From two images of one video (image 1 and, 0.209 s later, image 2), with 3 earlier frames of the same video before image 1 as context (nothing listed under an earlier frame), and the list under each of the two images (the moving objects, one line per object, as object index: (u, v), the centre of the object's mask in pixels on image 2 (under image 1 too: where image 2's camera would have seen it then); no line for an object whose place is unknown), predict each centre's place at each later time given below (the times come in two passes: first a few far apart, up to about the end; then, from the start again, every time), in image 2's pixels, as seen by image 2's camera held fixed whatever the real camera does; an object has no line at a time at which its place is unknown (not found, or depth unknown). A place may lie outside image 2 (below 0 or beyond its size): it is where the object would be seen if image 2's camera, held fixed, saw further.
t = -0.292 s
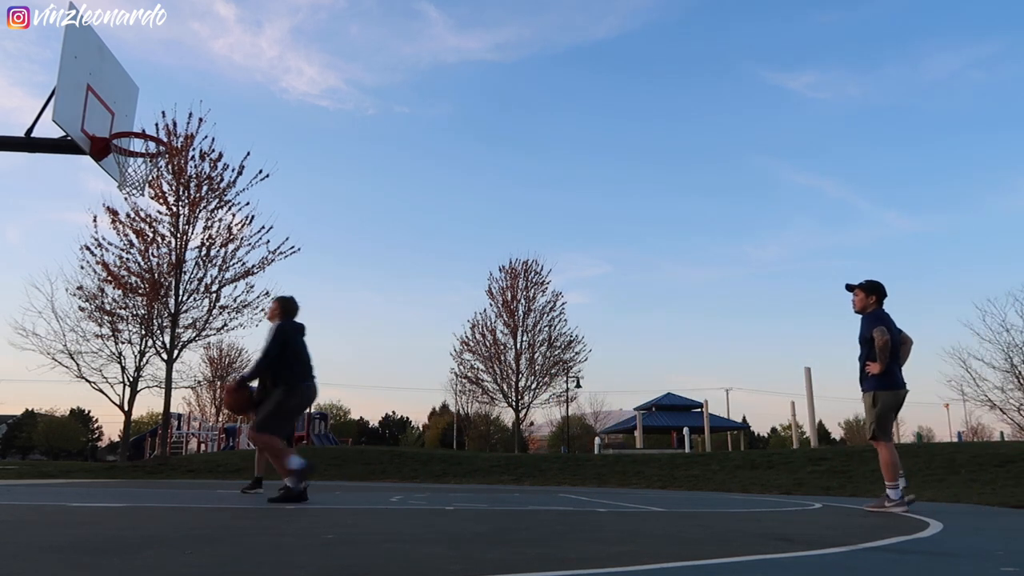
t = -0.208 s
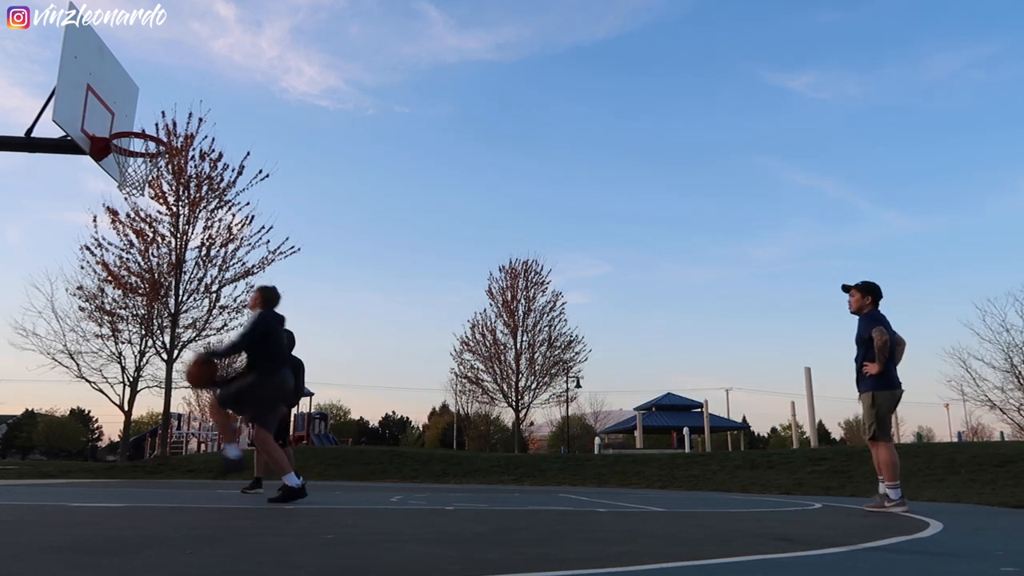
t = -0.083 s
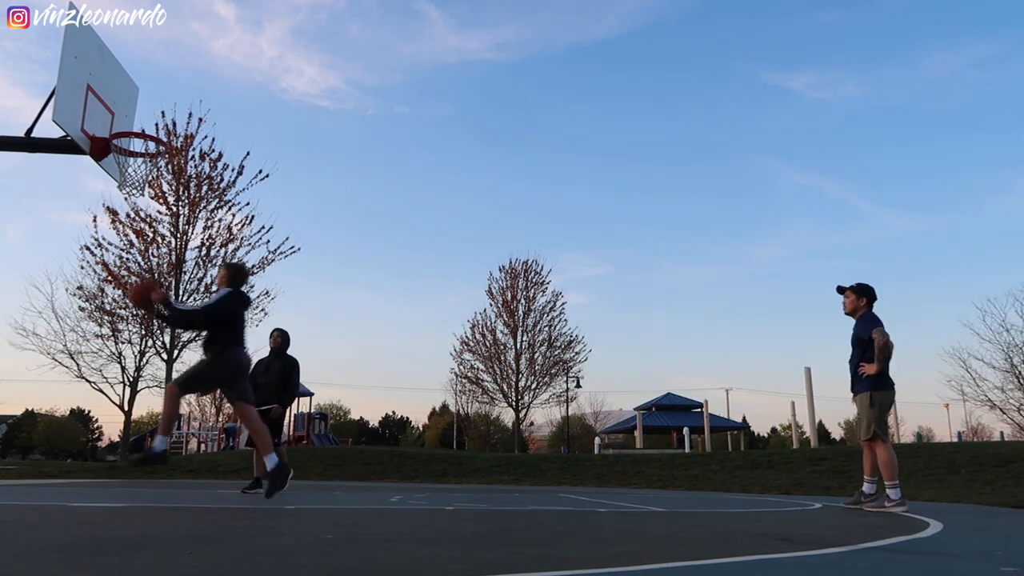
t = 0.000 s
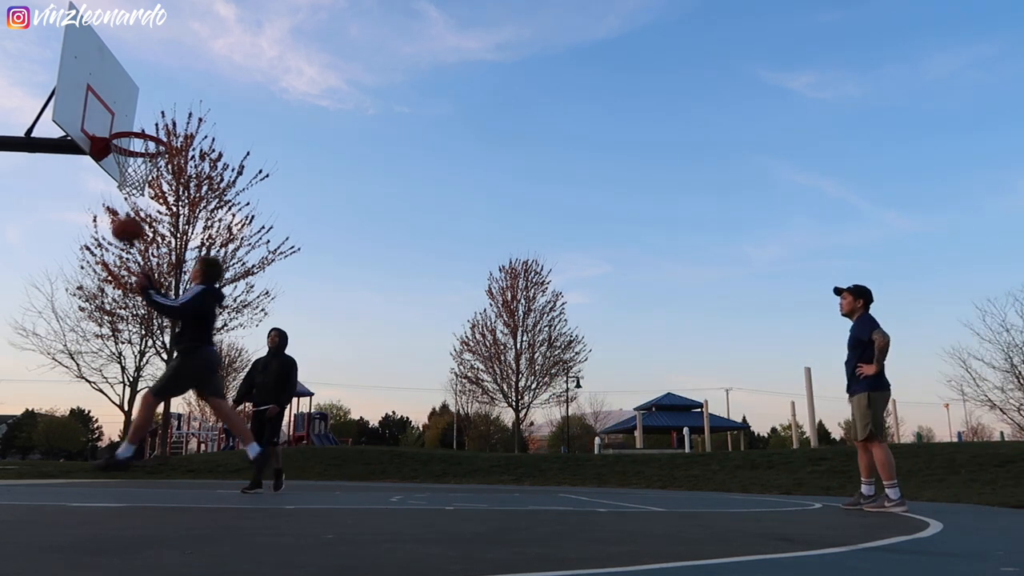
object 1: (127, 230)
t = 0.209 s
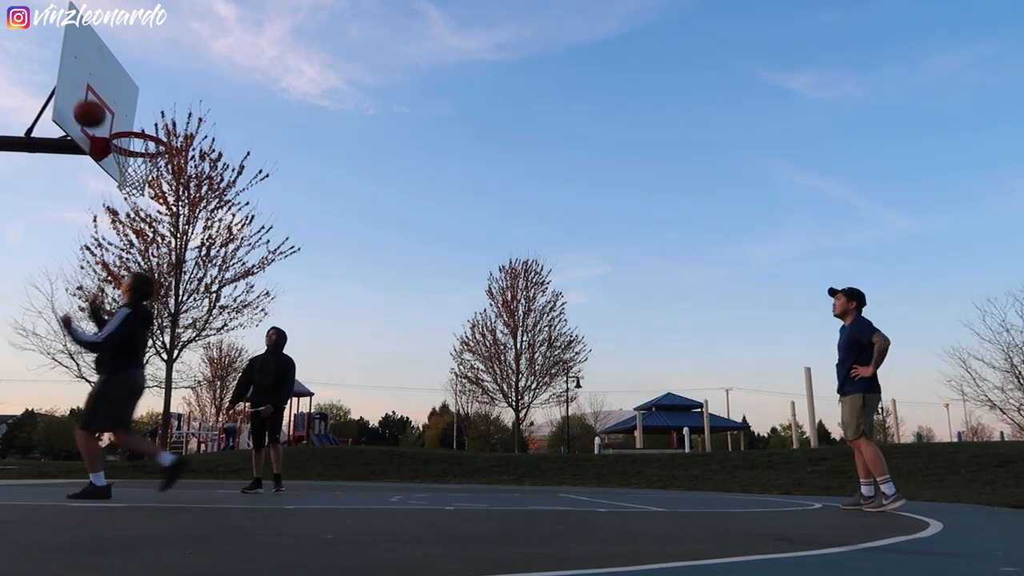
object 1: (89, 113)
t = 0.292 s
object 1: (82, 85)
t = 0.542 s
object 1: (136, 60)
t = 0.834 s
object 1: (188, 113)
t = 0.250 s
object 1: (81, 97)
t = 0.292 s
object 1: (82, 85)
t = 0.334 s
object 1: (92, 76)
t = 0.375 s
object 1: (101, 69)
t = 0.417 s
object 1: (111, 64)
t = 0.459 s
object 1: (119, 61)
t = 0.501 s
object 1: (128, 59)
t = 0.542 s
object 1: (136, 60)
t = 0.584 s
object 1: (145, 62)
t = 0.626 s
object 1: (152, 66)
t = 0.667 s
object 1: (160, 71)
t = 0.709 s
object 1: (167, 79)
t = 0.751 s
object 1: (174, 89)
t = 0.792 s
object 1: (181, 100)
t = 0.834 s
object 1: (188, 113)
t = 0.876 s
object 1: (195, 128)
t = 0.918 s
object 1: (201, 146)
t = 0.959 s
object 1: (207, 165)
